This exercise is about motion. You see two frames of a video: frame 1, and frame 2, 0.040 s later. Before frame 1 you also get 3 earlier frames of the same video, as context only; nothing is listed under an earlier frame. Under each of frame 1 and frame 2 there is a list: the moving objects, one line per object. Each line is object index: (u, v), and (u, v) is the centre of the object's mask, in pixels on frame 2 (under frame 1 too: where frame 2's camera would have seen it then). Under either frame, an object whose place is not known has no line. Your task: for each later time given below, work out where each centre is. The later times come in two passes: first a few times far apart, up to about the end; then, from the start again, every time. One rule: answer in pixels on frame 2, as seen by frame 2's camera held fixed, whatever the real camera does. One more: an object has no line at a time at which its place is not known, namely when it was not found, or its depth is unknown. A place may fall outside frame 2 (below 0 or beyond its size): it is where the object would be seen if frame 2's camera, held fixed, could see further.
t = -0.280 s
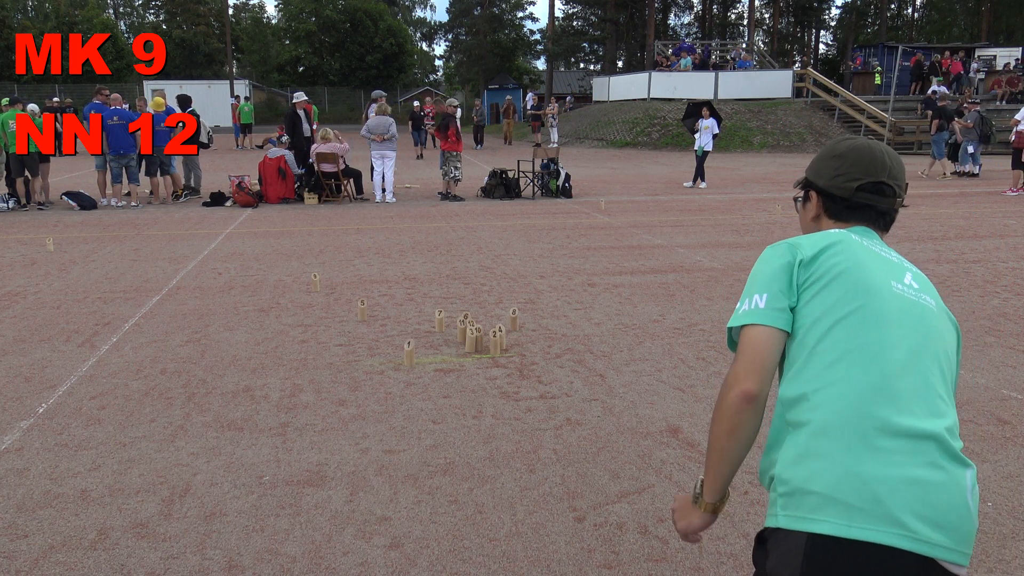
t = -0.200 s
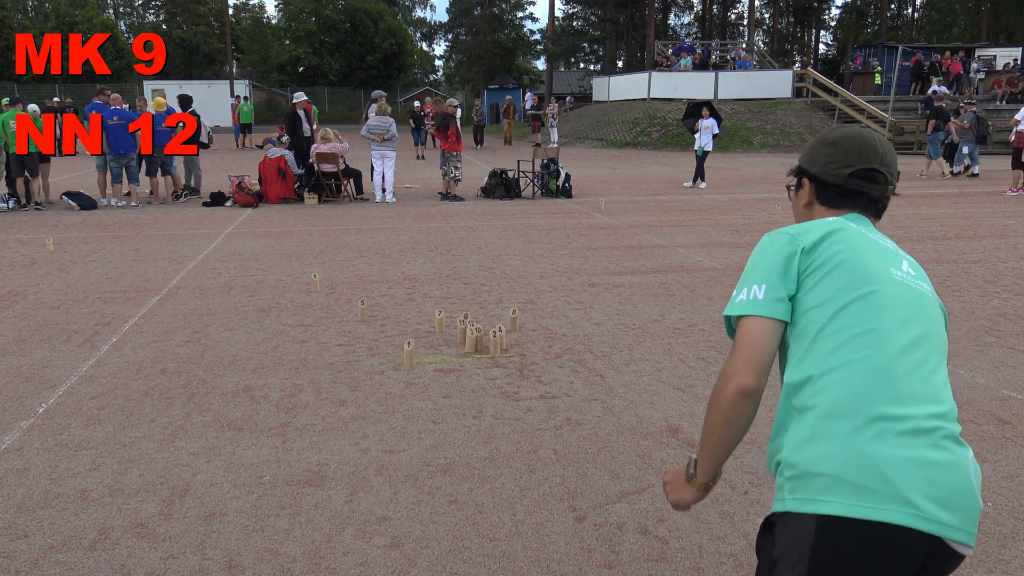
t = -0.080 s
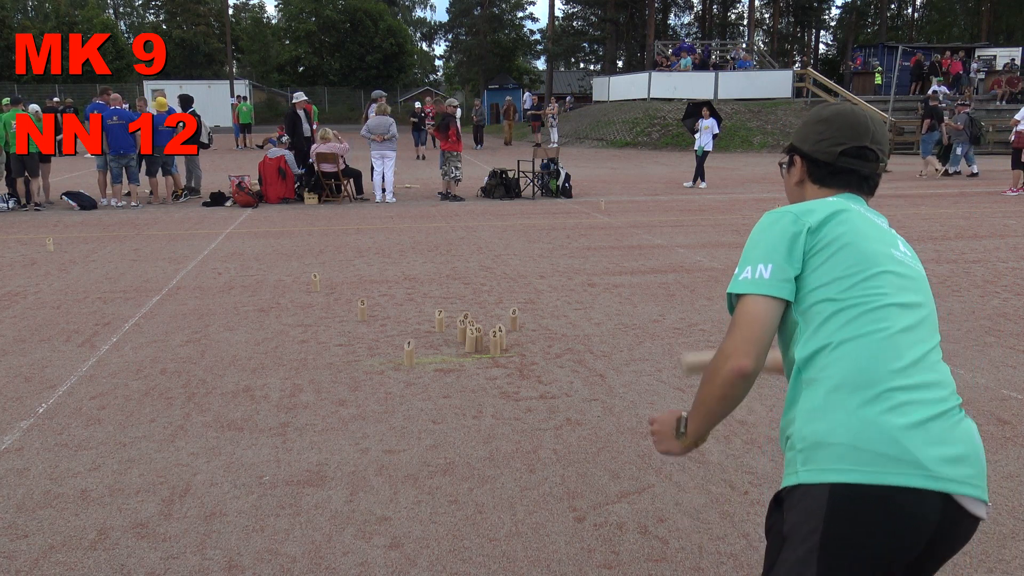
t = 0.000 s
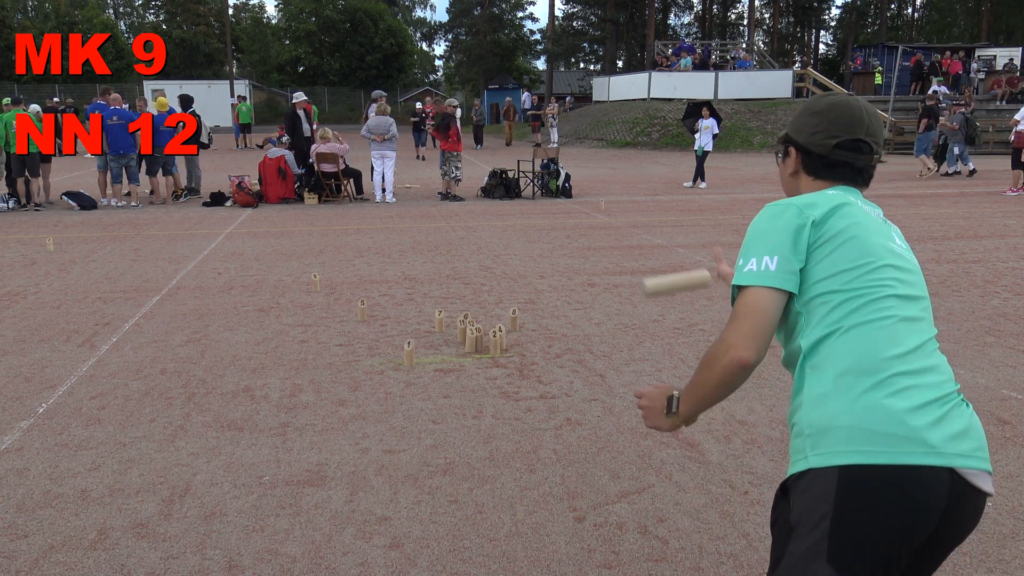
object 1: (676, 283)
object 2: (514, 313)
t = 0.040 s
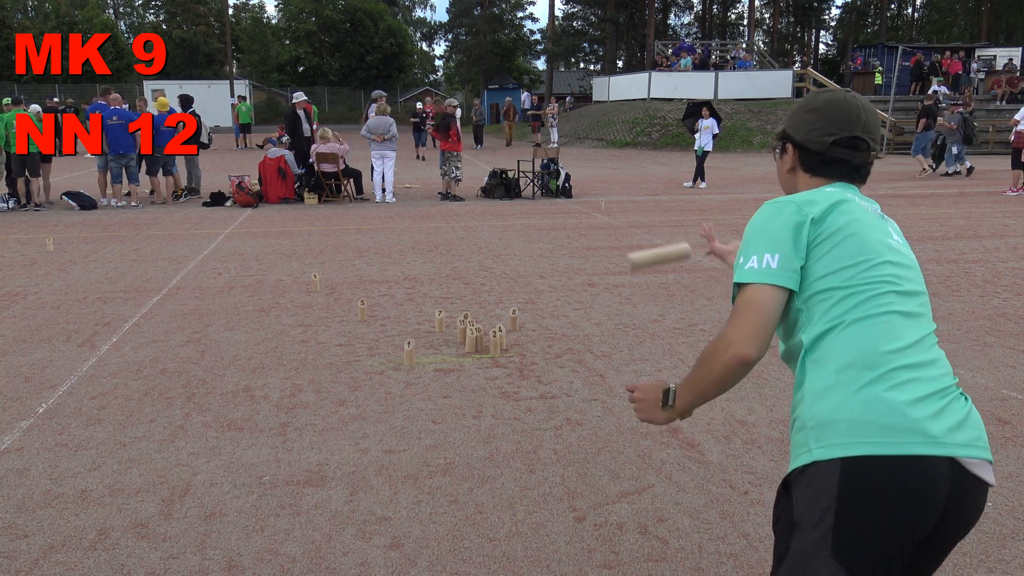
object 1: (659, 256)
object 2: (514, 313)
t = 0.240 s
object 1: (592, 210)
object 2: (514, 313)
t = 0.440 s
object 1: (550, 254)
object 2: (514, 313)
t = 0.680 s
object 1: (522, 326)
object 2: (514, 315)
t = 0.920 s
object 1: (519, 316)
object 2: (489, 307)
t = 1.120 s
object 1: (511, 312)
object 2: (482, 306)
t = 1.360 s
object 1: (511, 312)
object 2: (473, 304)
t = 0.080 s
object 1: (643, 236)
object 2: (514, 313)
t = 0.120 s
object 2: (514, 313)
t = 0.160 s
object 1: (614, 214)
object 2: (514, 313)
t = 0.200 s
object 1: (604, 210)
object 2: (514, 313)
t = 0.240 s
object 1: (592, 210)
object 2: (514, 313)
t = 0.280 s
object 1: (582, 213)
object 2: (514, 313)
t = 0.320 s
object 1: (573, 220)
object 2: (514, 313)
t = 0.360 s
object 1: (564, 228)
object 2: (514, 313)
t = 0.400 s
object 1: (558, 240)
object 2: (514, 313)
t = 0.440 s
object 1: (550, 254)
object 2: (514, 313)
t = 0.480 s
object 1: (544, 269)
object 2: (514, 313)
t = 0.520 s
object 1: (538, 286)
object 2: (514, 313)
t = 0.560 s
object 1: (533, 305)
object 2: (513, 314)
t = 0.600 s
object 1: (529, 325)
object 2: (514, 315)
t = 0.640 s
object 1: (525, 333)
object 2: (514, 312)
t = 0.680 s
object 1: (522, 326)
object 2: (514, 315)
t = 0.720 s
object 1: (521, 321)
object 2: (511, 313)
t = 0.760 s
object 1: (522, 320)
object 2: (505, 313)
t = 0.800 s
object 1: (523, 321)
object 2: (499, 313)
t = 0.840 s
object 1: (522, 319)
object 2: (495, 310)
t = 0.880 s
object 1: (521, 317)
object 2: (491, 309)
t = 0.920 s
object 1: (519, 316)
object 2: (489, 307)
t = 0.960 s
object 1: (517, 314)
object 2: (485, 307)
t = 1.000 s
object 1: (515, 313)
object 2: (485, 307)
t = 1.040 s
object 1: (514, 312)
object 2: (484, 307)
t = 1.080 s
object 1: (512, 312)
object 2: (483, 306)
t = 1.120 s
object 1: (511, 312)
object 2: (482, 306)
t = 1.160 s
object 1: (511, 312)
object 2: (481, 306)
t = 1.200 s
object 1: (511, 312)
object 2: (479, 305)
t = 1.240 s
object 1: (511, 312)
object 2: (477, 305)
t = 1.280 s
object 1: (511, 312)
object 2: (476, 304)
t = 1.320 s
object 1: (511, 312)
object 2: (474, 304)
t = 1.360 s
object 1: (511, 312)
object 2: (473, 304)
